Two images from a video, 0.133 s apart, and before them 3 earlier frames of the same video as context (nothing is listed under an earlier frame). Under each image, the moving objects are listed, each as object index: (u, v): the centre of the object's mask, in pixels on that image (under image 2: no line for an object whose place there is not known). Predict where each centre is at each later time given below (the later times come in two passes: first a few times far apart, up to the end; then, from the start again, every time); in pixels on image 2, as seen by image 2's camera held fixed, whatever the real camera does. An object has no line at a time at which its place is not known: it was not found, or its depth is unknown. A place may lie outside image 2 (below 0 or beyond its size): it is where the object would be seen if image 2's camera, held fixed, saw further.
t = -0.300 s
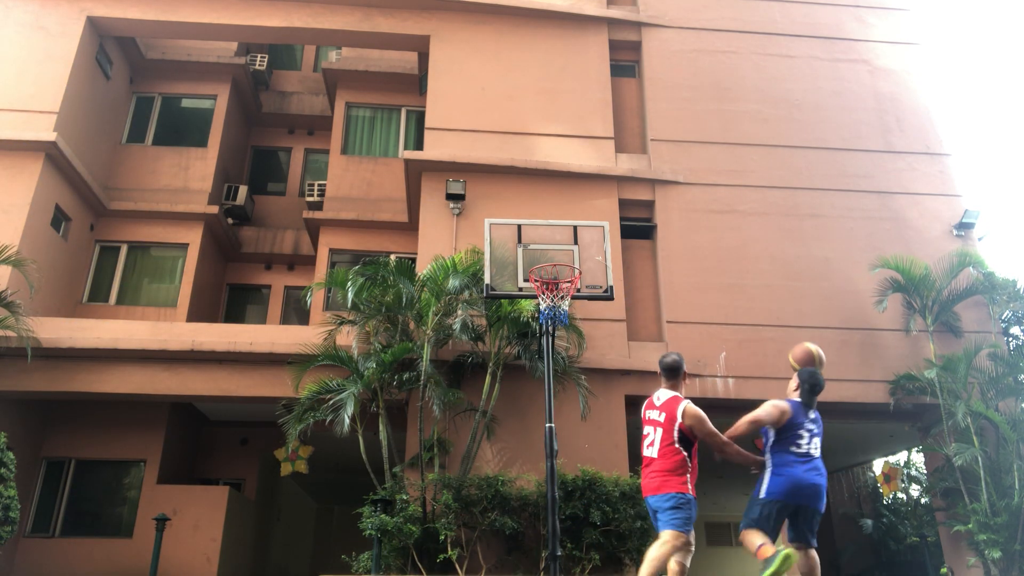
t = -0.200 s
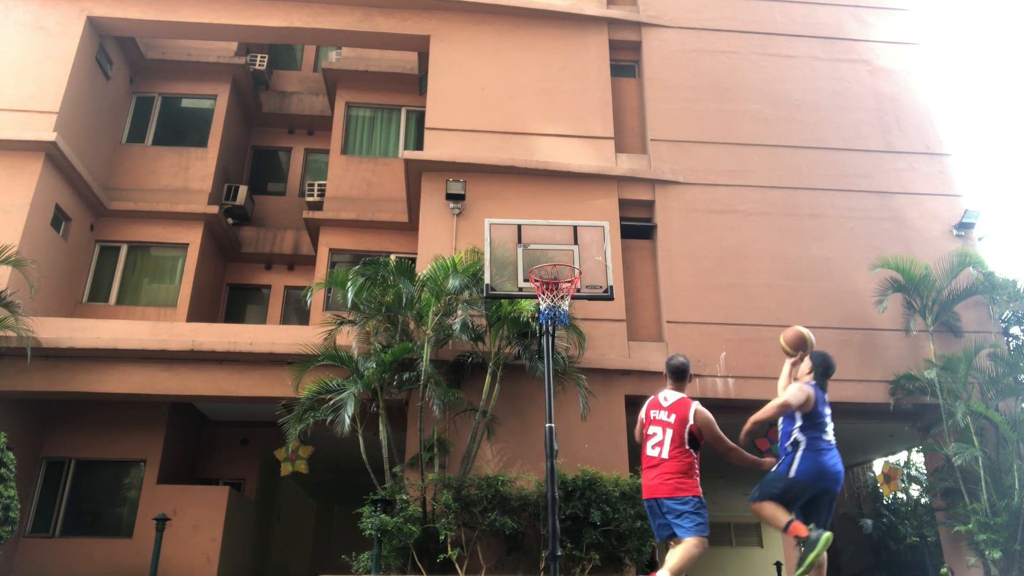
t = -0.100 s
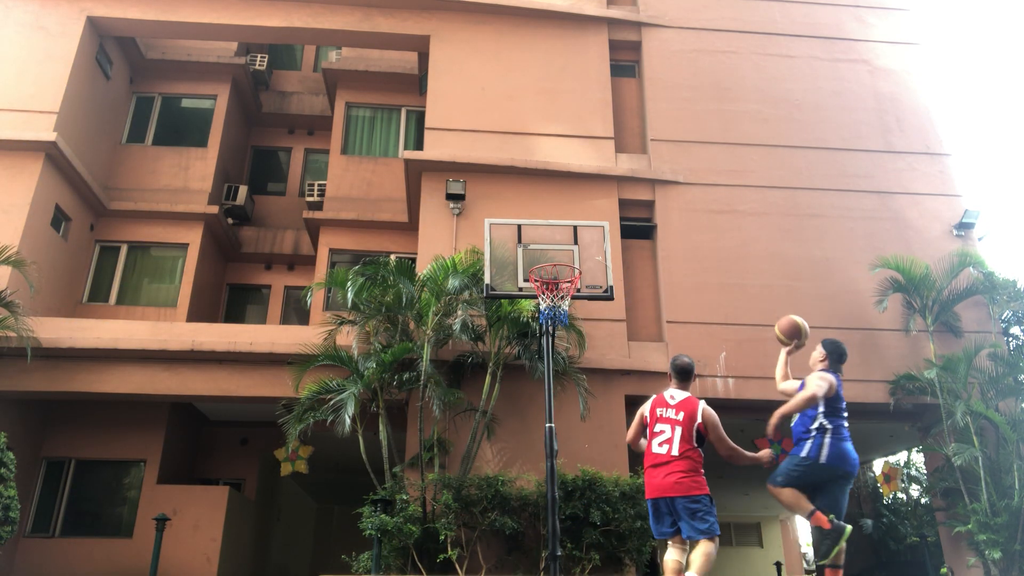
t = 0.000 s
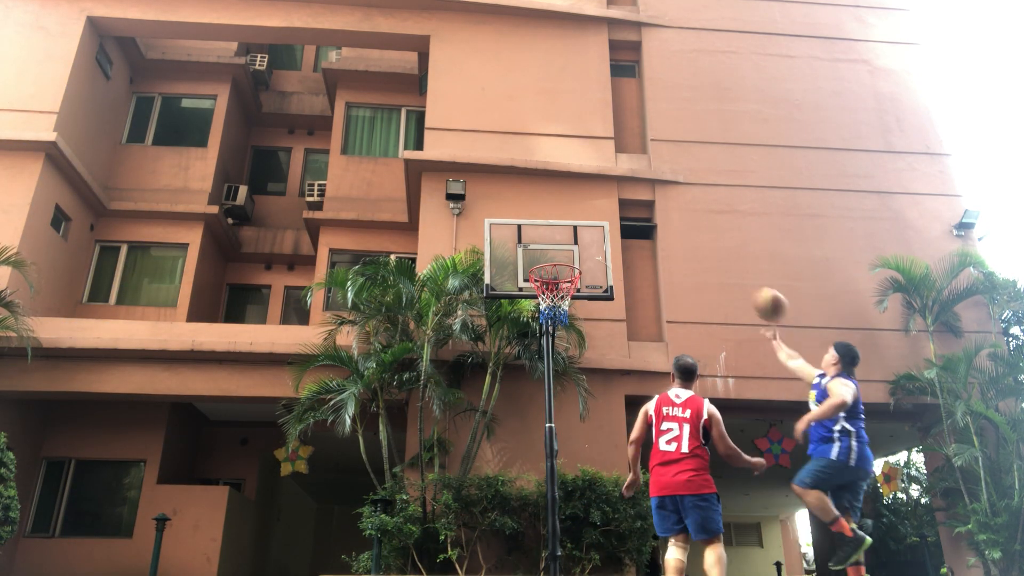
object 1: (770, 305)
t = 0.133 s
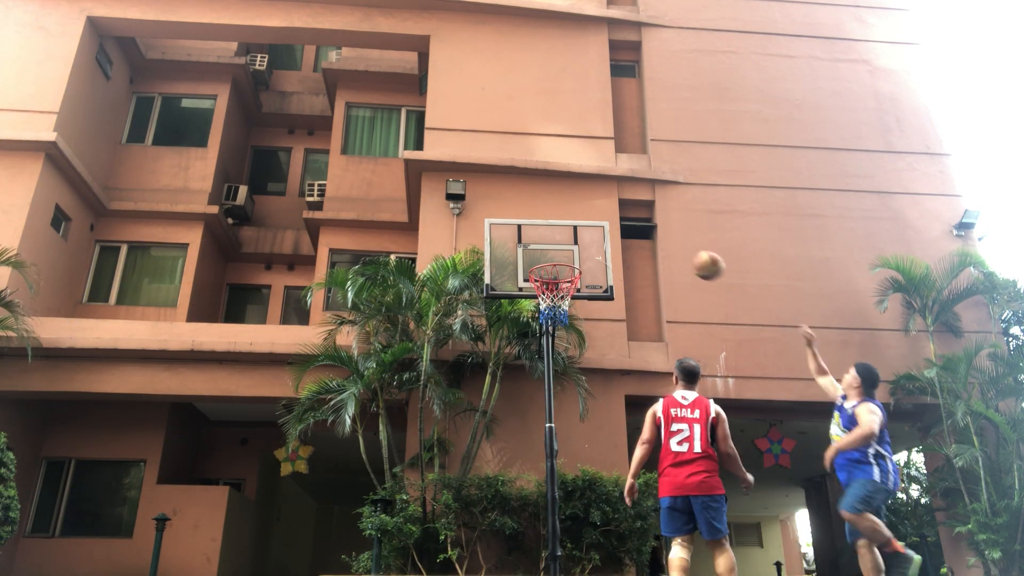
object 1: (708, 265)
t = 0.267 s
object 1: (657, 250)
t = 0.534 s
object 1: (579, 264)
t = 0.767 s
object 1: (553, 252)
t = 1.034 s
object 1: (535, 246)
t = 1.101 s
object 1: (530, 254)
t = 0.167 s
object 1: (695, 260)
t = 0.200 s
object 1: (681, 255)
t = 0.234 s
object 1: (669, 252)
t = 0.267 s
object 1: (657, 250)
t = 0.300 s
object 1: (646, 249)
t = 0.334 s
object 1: (635, 249)
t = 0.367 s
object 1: (624, 250)
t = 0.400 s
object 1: (614, 251)
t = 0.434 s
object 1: (604, 255)
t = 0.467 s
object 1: (593, 259)
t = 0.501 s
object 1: (585, 263)
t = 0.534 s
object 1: (579, 264)
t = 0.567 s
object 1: (572, 266)
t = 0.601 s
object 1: (568, 264)
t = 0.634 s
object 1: (565, 260)
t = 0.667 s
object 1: (562, 257)
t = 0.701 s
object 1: (559, 254)
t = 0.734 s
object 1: (556, 252)
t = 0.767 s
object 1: (553, 252)
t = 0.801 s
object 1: (550, 252)
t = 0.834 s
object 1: (548, 248)
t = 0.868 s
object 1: (546, 245)
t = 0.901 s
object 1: (543, 243)
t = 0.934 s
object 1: (541, 242)
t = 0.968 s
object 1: (539, 242)
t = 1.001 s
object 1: (537, 243)
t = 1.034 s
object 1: (535, 246)
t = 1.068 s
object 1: (532, 249)
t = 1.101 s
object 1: (530, 254)
